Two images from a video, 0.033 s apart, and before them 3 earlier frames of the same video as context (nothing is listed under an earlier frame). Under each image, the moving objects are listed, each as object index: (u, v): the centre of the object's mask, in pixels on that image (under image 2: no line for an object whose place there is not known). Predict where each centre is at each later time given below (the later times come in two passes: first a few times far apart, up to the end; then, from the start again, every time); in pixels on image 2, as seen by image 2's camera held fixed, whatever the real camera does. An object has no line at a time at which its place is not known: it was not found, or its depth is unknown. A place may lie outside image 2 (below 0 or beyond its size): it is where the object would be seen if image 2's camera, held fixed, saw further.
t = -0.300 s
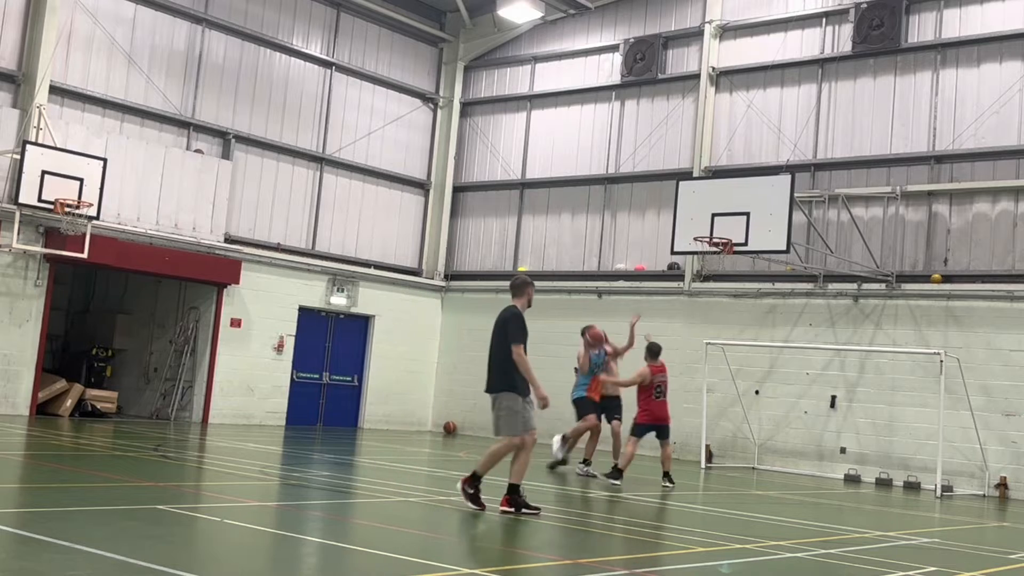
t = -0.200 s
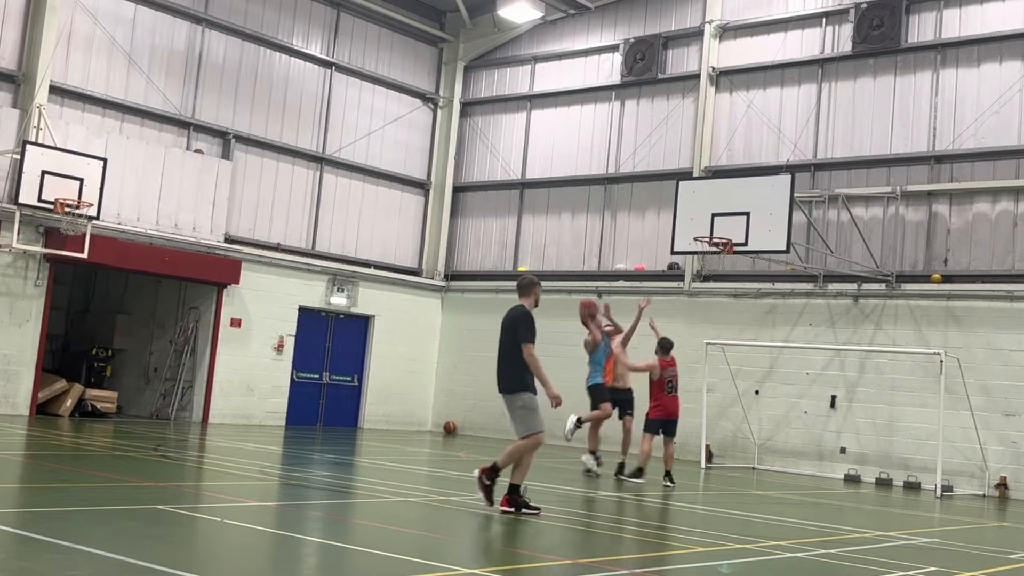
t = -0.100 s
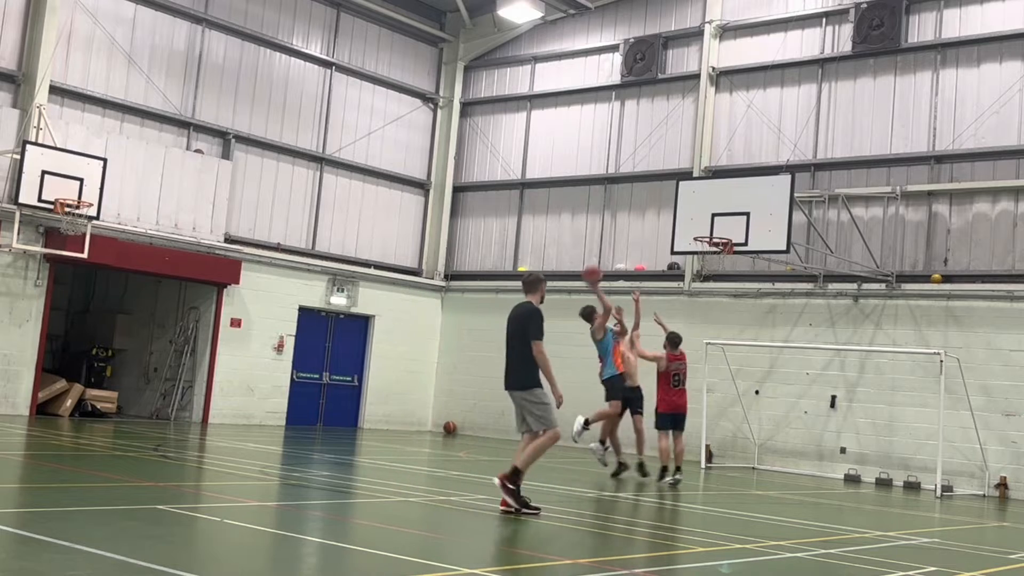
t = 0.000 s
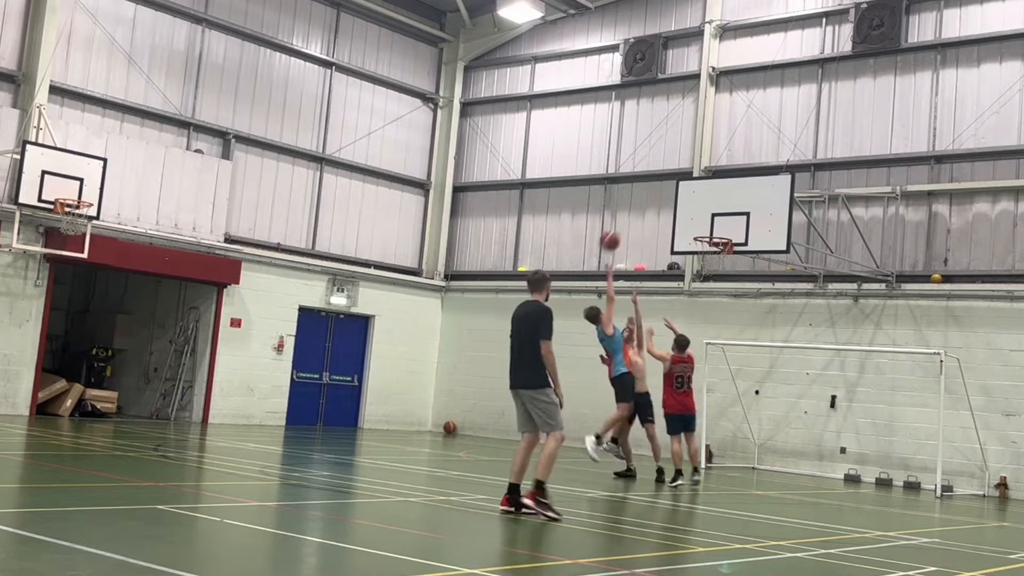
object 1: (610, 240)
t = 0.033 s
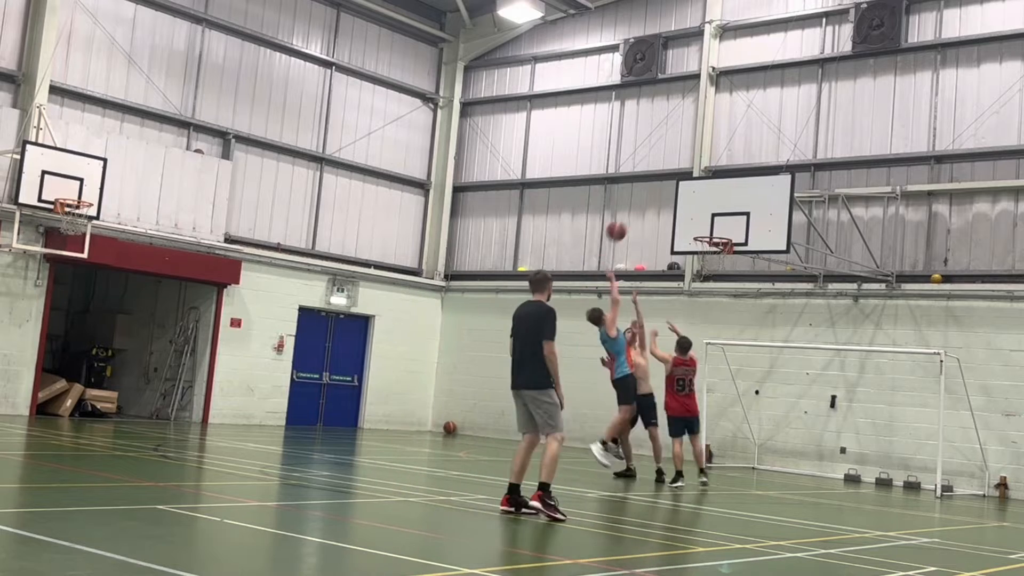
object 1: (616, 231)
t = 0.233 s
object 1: (653, 193)
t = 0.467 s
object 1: (689, 191)
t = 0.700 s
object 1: (721, 228)
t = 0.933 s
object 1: (722, 199)
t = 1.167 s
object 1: (718, 198)
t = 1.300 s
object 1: (715, 216)
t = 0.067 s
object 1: (623, 222)
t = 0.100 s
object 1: (629, 215)
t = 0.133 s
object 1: (635, 209)
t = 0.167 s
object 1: (641, 202)
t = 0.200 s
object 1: (647, 198)
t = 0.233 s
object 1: (653, 193)
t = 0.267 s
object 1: (658, 191)
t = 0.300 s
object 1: (664, 188)
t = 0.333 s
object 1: (669, 187)
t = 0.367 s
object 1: (674, 187)
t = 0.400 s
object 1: (679, 187)
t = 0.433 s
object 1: (685, 188)
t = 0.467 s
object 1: (689, 191)
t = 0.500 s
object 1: (694, 194)
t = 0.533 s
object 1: (699, 197)
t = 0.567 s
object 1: (703, 202)
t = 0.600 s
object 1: (708, 207)
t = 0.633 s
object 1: (712, 213)
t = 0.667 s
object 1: (716, 220)
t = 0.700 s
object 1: (721, 228)
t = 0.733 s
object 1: (723, 231)
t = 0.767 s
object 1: (723, 225)
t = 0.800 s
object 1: (723, 218)
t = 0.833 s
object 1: (723, 211)
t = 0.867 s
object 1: (723, 206)
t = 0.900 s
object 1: (723, 202)
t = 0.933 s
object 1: (722, 199)
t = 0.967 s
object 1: (722, 196)
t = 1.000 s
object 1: (721, 195)
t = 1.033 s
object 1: (721, 194)
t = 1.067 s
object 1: (721, 193)
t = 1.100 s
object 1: (720, 194)
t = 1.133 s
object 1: (719, 196)
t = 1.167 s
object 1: (718, 198)
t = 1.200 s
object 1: (718, 201)
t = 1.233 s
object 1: (717, 205)
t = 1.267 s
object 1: (716, 210)
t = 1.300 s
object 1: (715, 216)
